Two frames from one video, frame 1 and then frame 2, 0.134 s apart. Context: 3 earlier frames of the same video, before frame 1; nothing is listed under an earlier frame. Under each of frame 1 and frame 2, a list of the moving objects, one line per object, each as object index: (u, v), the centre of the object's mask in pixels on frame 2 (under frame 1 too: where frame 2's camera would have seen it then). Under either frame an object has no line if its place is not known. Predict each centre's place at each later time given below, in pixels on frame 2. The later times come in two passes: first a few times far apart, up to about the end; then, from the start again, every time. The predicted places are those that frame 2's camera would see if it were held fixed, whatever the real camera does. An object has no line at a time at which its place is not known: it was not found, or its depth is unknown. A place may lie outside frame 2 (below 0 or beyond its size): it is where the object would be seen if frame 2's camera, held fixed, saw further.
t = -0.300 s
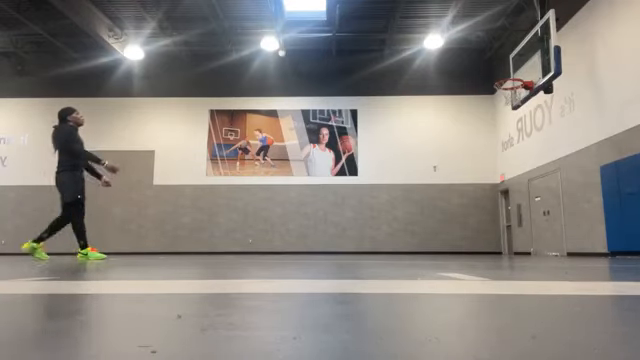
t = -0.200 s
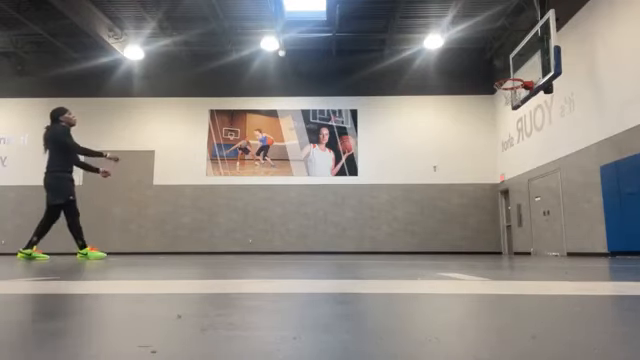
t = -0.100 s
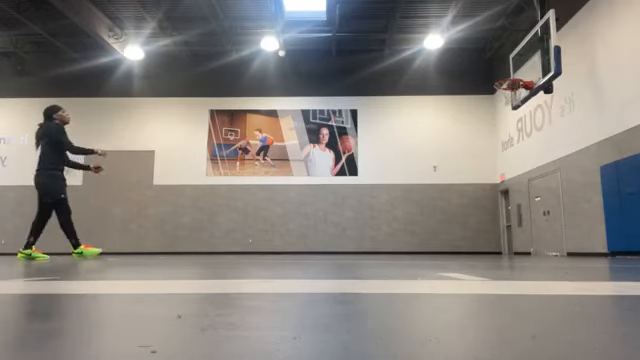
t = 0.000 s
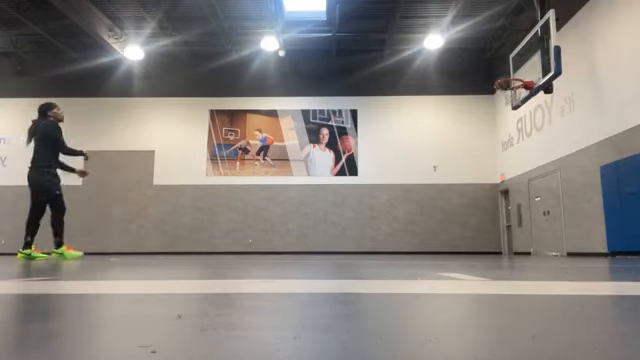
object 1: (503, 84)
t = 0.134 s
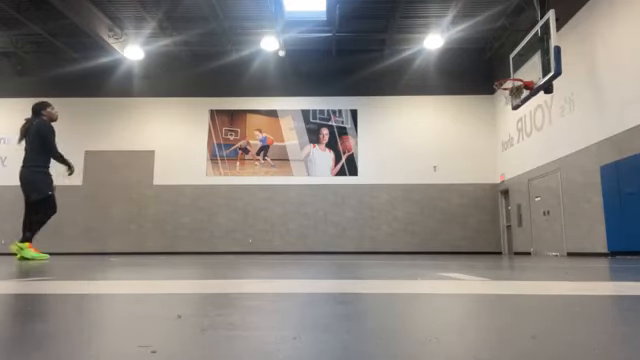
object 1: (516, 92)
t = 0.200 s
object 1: (511, 96)
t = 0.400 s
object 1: (503, 97)
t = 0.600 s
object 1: (506, 109)
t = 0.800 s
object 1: (513, 145)
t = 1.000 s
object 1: (521, 208)
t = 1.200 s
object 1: (525, 220)
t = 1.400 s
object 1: (525, 169)
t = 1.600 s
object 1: (526, 143)
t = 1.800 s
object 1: (529, 142)
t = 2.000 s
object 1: (533, 166)
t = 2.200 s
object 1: (540, 218)
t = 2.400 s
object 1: (542, 220)
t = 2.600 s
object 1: (541, 181)
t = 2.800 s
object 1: (541, 170)
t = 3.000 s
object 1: (544, 187)
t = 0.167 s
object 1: (514, 95)
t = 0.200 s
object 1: (511, 96)
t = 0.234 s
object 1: (509, 95)
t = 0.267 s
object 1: (507, 96)
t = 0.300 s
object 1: (504, 96)
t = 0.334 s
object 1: (503, 96)
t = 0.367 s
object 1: (503, 96)
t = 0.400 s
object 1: (503, 97)
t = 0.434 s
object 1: (503, 97)
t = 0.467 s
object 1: (503, 98)
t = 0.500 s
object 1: (504, 100)
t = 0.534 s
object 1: (505, 102)
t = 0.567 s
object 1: (506, 106)
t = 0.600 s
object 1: (506, 109)
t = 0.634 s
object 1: (508, 114)
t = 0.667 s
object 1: (509, 118)
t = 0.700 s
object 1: (510, 124)
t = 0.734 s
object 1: (511, 131)
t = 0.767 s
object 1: (512, 138)
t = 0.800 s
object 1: (513, 145)
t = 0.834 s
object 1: (514, 154)
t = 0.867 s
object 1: (515, 163)
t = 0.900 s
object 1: (517, 173)
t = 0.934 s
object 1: (518, 183)
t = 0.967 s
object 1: (520, 195)
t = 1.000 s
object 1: (521, 208)
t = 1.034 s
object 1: (523, 221)
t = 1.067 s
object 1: (525, 234)
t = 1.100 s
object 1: (526, 248)
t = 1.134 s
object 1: (527, 243)
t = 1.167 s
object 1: (526, 231)
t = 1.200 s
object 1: (525, 220)
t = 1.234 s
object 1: (525, 209)
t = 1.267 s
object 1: (526, 200)
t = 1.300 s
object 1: (525, 191)
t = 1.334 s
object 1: (525, 183)
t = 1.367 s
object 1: (526, 175)
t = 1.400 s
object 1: (525, 169)
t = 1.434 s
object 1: (525, 163)
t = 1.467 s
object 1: (525, 158)
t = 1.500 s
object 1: (525, 153)
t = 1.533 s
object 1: (525, 149)
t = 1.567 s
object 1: (526, 146)
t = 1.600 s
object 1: (526, 143)
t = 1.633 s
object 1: (526, 141)
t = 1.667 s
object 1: (527, 140)
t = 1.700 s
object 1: (527, 140)
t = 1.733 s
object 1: (528, 140)
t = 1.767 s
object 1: (528, 140)
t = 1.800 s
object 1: (529, 142)
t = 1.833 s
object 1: (529, 144)
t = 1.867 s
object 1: (530, 147)
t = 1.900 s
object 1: (531, 151)
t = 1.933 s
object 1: (531, 155)
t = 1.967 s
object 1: (532, 160)
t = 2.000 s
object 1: (533, 166)
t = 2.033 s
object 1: (534, 173)
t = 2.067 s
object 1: (535, 180)
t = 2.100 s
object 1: (537, 189)
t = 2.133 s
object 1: (537, 198)
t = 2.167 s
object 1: (539, 207)
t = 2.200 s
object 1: (540, 218)
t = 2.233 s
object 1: (541, 229)
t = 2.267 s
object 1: (543, 241)
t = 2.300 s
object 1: (544, 250)
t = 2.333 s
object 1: (543, 239)
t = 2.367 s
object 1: (542, 230)
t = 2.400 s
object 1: (542, 220)
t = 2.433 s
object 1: (542, 212)
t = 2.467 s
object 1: (542, 204)
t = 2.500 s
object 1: (541, 197)
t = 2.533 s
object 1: (541, 191)
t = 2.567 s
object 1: (541, 186)
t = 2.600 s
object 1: (541, 181)
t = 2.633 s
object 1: (541, 178)
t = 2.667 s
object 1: (541, 175)
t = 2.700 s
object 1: (540, 172)
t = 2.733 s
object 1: (540, 171)
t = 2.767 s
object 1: (541, 170)
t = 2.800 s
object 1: (541, 170)
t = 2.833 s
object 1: (542, 171)
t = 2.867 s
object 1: (542, 173)
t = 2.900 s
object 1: (542, 175)
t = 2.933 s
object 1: (543, 178)
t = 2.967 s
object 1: (543, 182)
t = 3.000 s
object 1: (544, 187)
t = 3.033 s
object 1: (545, 192)
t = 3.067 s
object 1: (545, 198)
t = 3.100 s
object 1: (546, 206)
